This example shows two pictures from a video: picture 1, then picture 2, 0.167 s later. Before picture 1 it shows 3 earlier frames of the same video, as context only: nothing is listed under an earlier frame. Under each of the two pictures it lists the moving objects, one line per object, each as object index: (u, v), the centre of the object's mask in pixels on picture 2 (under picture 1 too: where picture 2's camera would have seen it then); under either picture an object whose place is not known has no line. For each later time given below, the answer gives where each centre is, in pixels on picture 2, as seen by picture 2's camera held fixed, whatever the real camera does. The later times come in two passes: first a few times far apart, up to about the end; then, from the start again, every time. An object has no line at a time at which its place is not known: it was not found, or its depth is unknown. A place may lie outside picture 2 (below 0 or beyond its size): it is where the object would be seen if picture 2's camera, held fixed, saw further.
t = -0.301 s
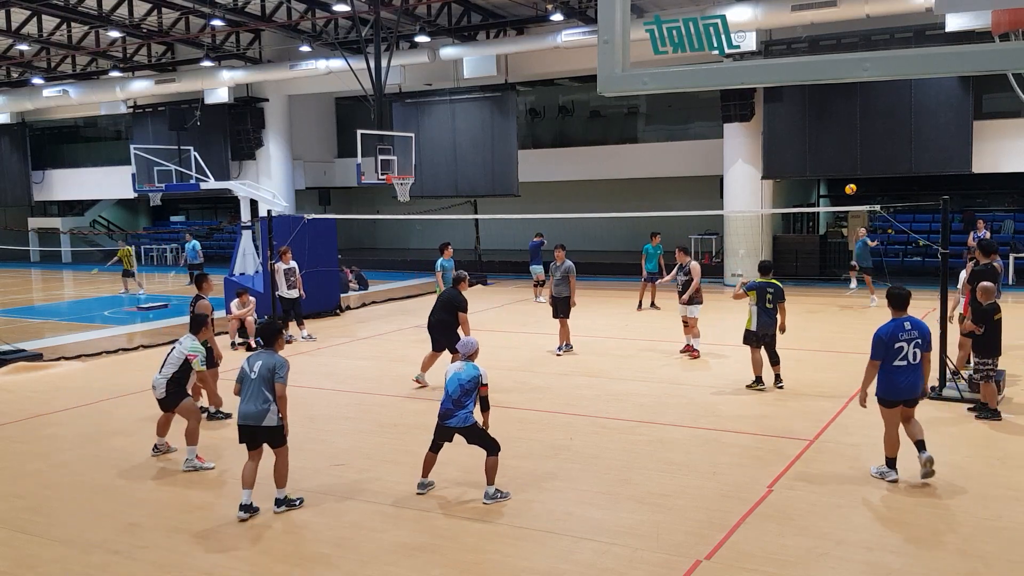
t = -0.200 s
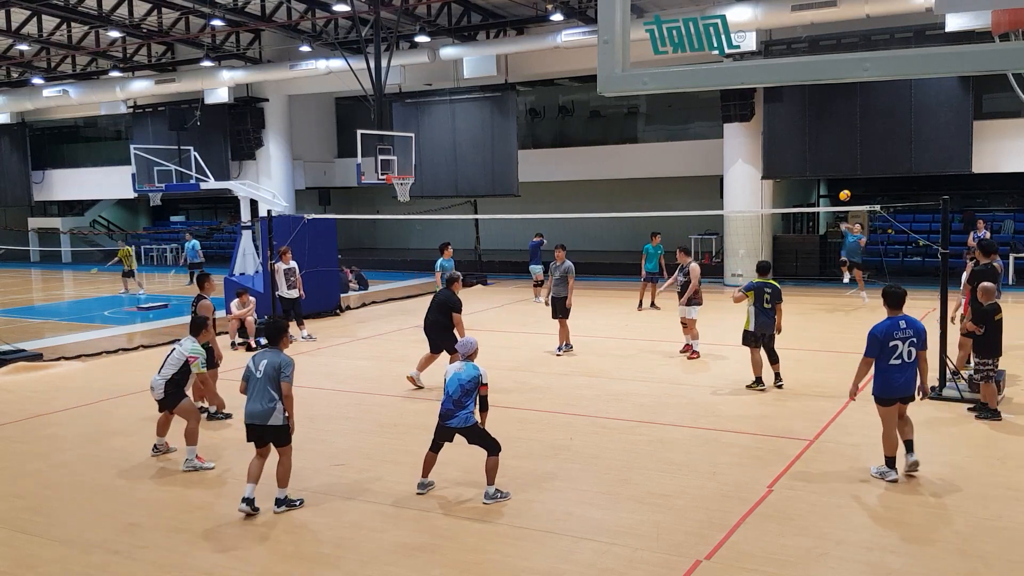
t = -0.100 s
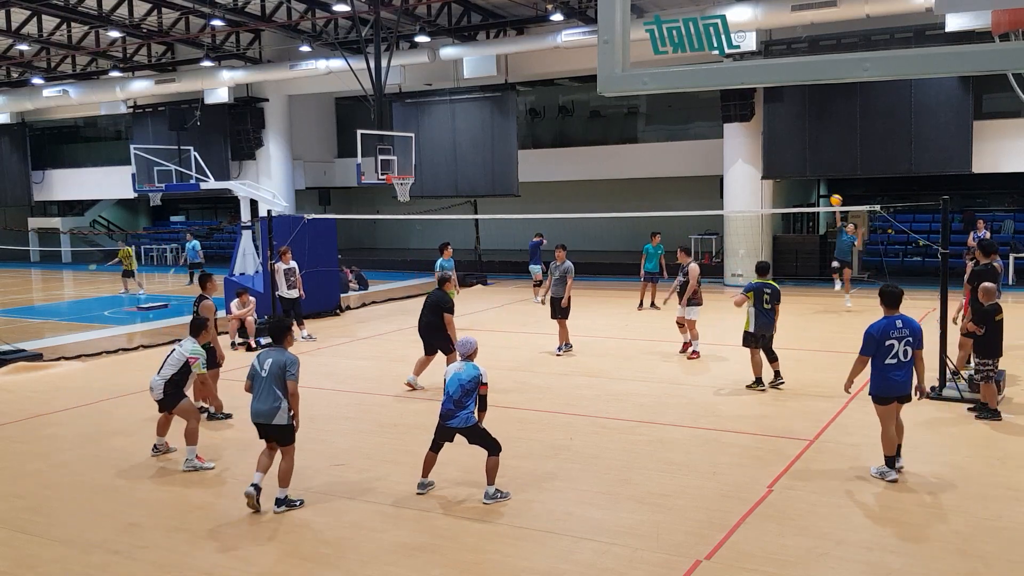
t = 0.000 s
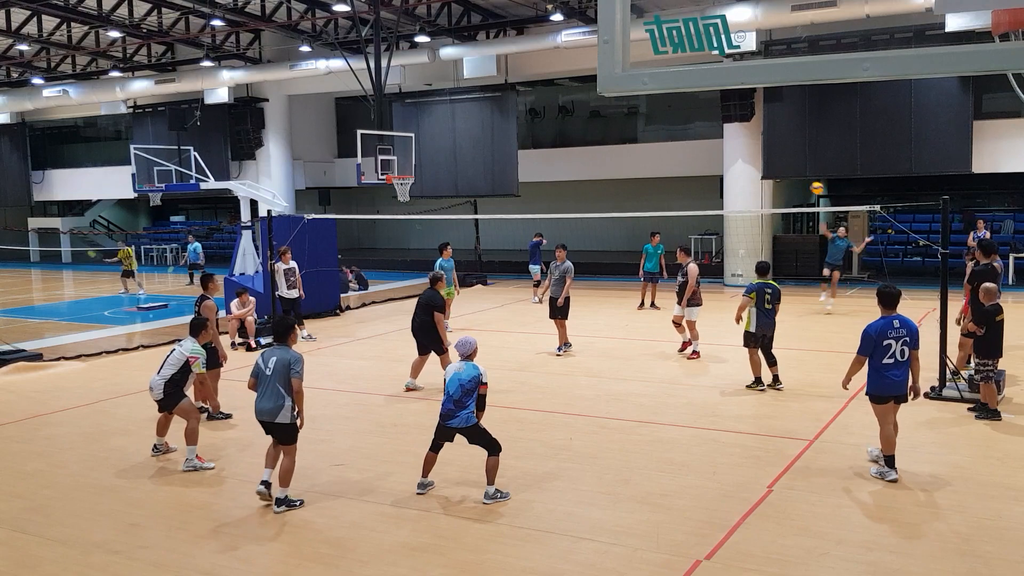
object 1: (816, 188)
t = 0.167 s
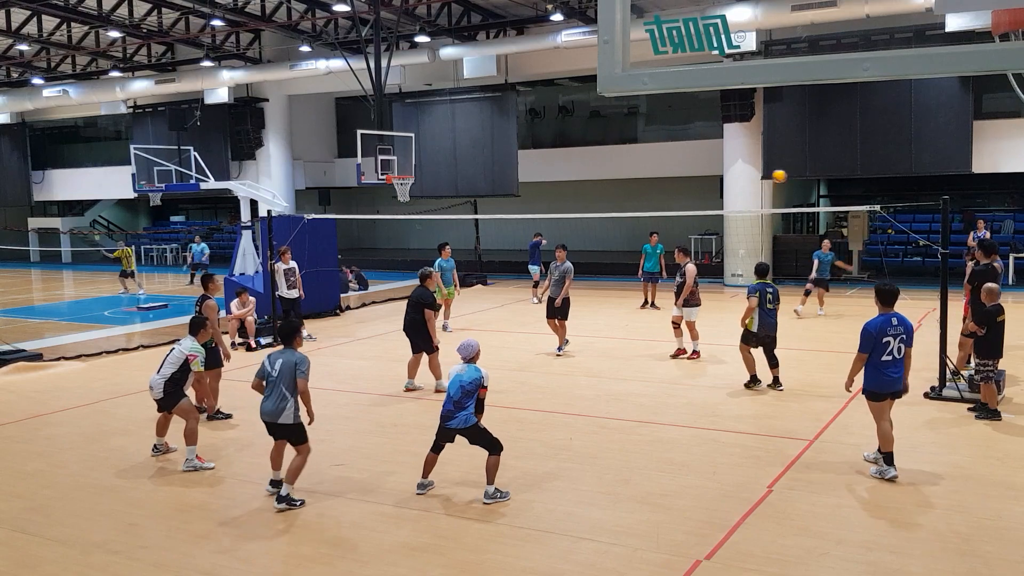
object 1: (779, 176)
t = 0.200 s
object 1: (771, 175)
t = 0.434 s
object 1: (707, 186)
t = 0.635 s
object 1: (642, 229)
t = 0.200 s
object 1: (771, 175)
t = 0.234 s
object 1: (763, 173)
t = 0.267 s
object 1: (753, 174)
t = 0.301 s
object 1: (744, 175)
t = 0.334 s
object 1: (734, 176)
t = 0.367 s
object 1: (724, 179)
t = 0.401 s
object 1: (715, 182)
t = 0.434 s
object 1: (707, 186)
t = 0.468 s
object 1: (697, 191)
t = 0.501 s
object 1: (687, 196)
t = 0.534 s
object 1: (676, 202)
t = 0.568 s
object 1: (665, 210)
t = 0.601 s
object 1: (653, 219)
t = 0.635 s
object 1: (642, 229)
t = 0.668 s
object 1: (629, 241)
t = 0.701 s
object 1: (616, 254)
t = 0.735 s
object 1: (603, 269)
